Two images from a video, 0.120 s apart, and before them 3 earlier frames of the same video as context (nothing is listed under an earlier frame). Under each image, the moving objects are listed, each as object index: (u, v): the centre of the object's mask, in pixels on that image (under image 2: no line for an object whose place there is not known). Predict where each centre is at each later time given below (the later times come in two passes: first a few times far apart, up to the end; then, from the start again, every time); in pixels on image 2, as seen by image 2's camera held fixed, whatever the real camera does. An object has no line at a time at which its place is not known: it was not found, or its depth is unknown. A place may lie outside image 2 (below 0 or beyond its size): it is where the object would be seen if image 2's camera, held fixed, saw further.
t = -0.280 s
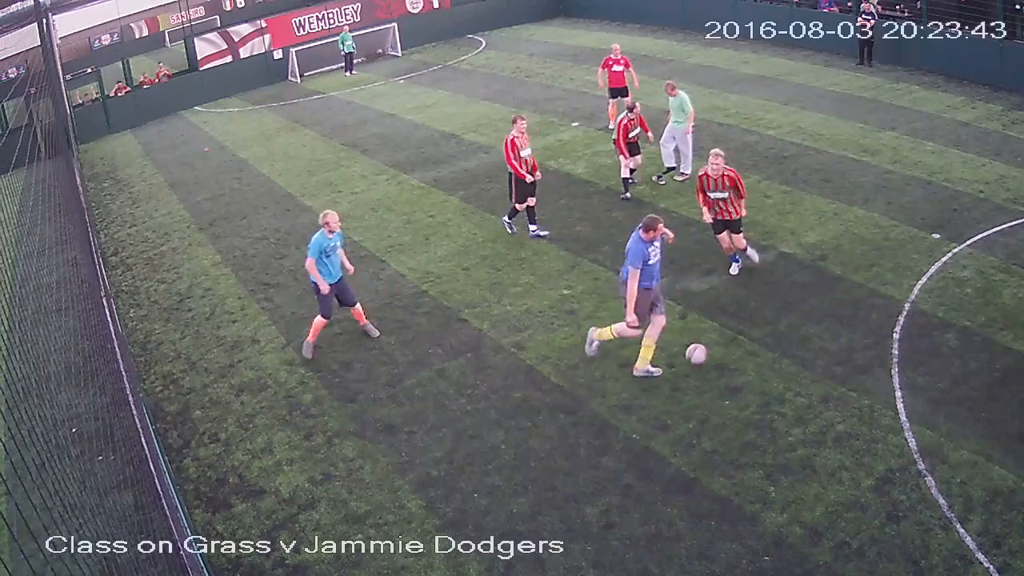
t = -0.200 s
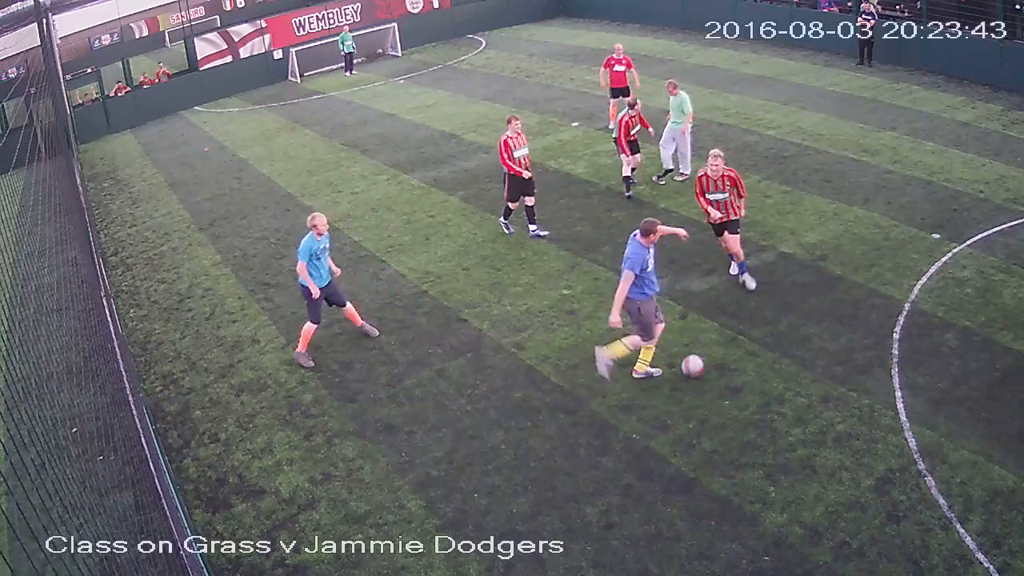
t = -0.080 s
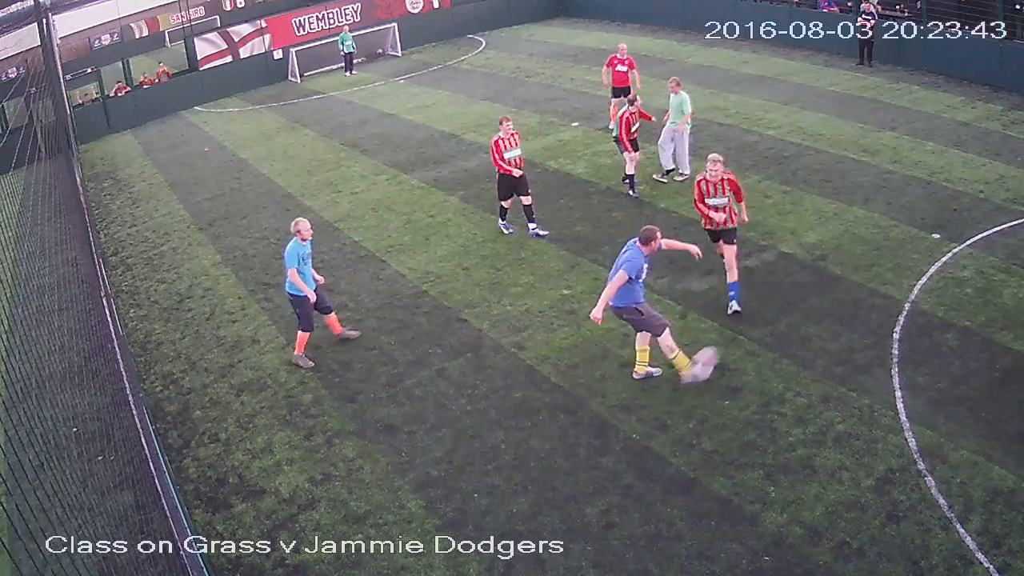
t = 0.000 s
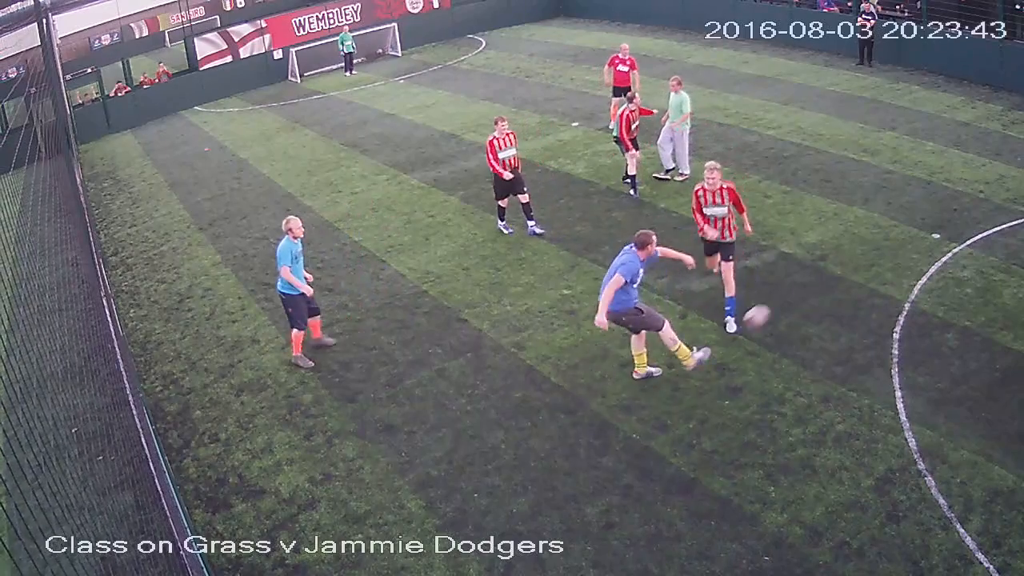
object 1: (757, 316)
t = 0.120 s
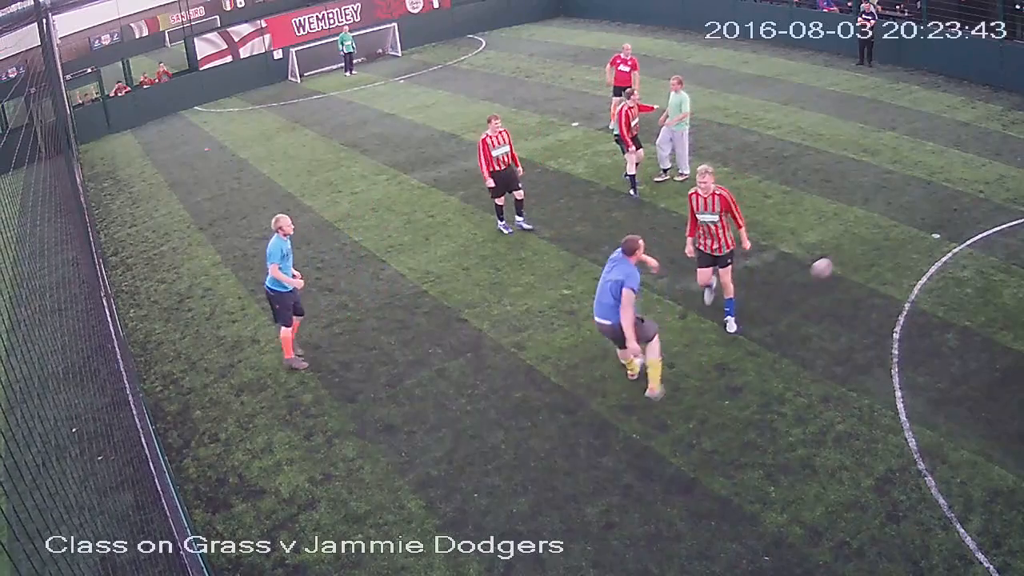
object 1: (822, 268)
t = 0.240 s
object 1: (872, 239)
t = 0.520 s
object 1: (941, 191)
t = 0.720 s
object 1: (968, 175)
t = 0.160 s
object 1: (840, 257)
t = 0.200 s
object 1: (856, 246)
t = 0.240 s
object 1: (872, 239)
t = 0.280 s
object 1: (887, 231)
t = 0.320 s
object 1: (899, 228)
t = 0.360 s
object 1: (910, 224)
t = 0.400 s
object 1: (920, 216)
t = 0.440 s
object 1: (927, 206)
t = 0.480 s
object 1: (934, 198)
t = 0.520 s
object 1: (941, 191)
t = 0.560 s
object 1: (947, 185)
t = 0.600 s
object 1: (953, 181)
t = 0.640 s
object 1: (958, 178)
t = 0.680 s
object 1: (963, 175)
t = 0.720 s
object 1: (968, 175)
